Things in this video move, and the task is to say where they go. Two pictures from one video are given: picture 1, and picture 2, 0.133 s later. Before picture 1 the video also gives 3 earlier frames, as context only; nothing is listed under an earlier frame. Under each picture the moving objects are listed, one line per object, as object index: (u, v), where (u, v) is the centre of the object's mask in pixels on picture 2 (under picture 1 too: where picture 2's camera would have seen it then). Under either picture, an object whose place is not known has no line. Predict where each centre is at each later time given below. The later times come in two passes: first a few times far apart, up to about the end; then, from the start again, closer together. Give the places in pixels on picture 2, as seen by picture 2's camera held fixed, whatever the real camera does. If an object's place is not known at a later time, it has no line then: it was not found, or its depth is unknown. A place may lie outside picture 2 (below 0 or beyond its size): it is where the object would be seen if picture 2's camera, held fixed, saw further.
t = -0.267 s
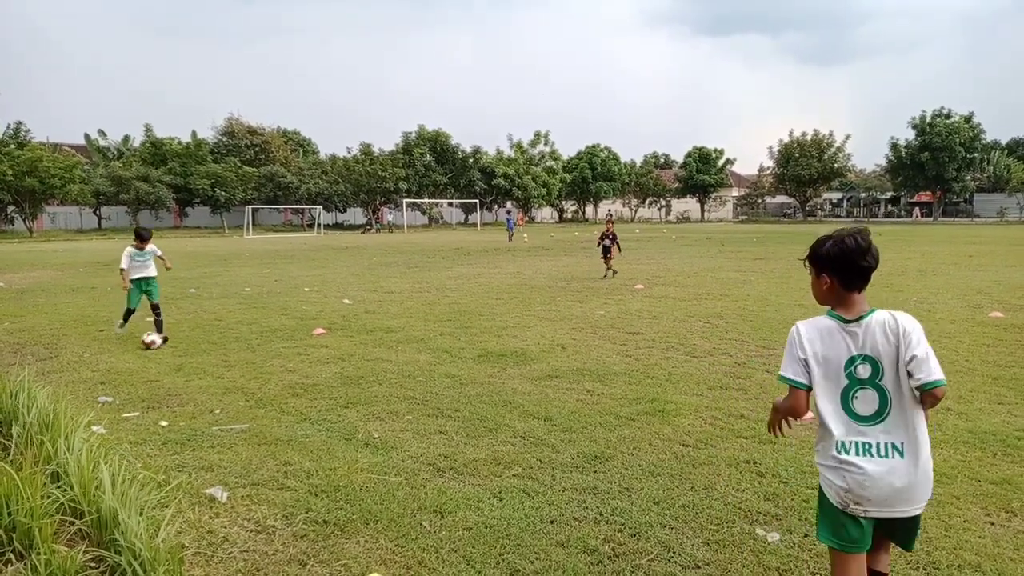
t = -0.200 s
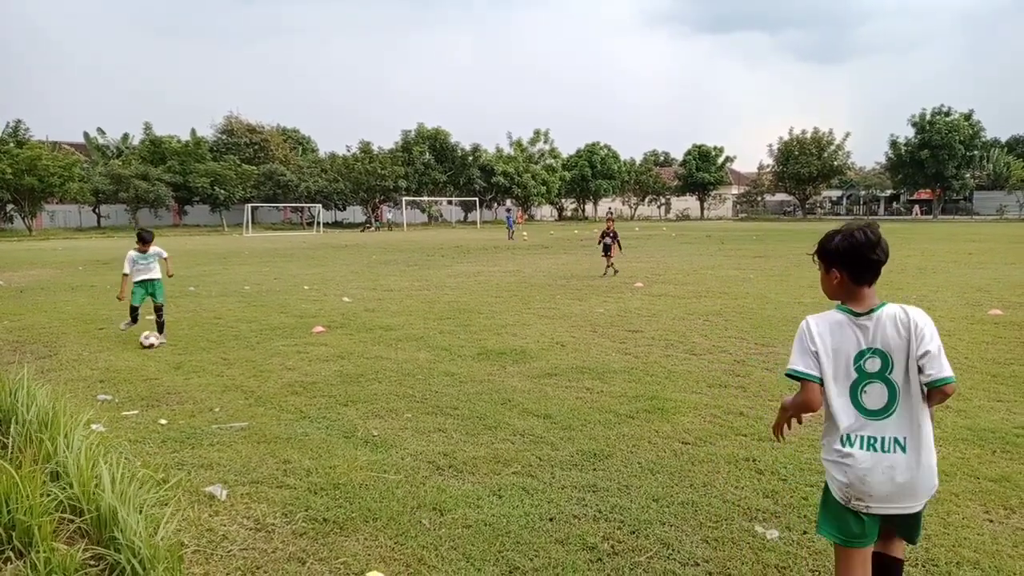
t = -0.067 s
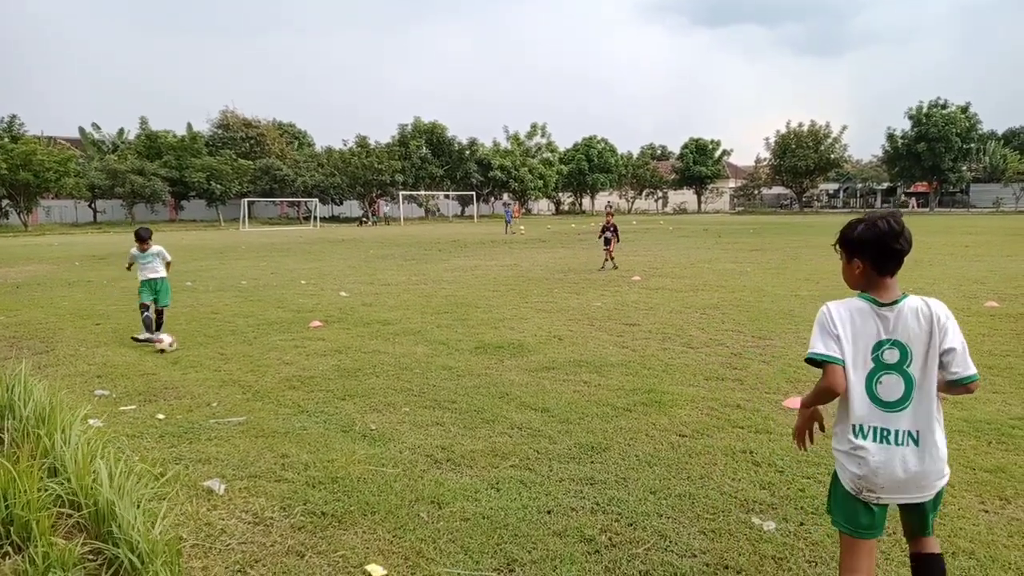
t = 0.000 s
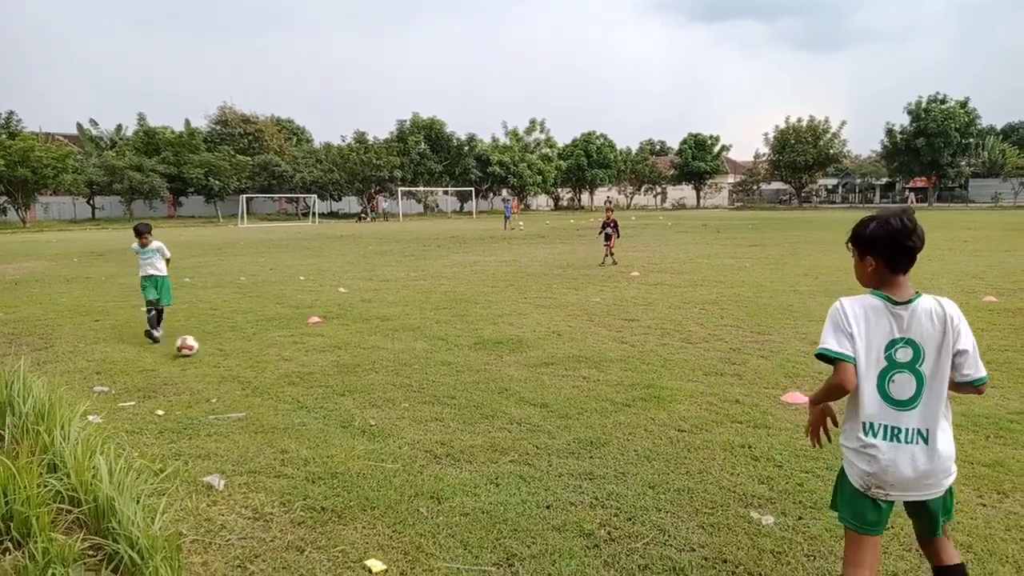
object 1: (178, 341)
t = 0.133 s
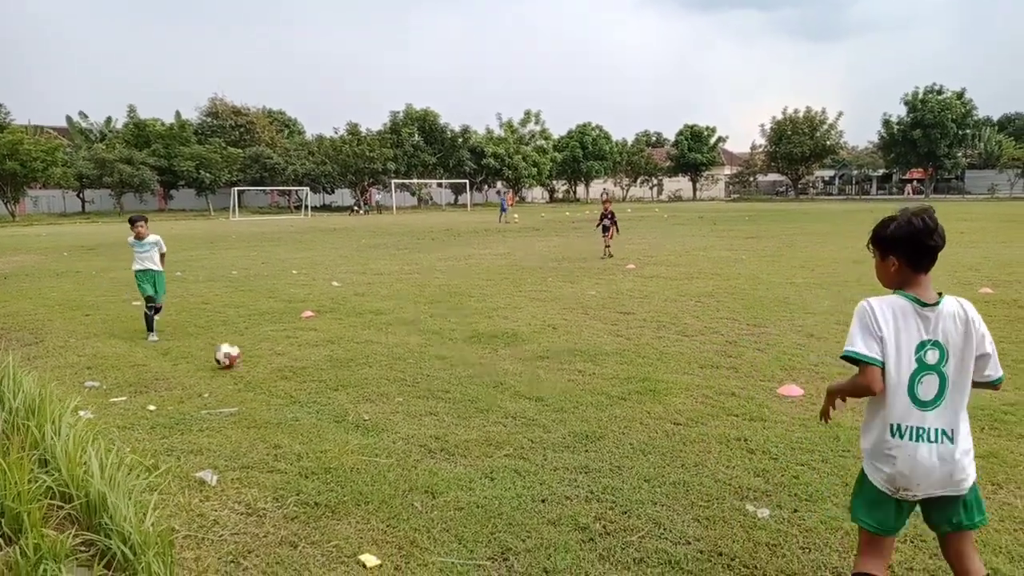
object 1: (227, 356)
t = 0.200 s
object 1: (253, 361)
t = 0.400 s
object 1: (339, 393)
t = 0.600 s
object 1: (439, 426)
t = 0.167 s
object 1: (239, 358)
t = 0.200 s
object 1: (253, 361)
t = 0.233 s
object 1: (266, 367)
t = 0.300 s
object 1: (296, 382)
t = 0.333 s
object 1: (310, 386)
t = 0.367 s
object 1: (324, 389)
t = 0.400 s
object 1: (339, 393)
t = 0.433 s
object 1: (353, 399)
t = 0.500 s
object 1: (387, 415)
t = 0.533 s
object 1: (403, 417)
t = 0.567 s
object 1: (420, 420)
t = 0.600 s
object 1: (439, 426)
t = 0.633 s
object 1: (459, 434)
